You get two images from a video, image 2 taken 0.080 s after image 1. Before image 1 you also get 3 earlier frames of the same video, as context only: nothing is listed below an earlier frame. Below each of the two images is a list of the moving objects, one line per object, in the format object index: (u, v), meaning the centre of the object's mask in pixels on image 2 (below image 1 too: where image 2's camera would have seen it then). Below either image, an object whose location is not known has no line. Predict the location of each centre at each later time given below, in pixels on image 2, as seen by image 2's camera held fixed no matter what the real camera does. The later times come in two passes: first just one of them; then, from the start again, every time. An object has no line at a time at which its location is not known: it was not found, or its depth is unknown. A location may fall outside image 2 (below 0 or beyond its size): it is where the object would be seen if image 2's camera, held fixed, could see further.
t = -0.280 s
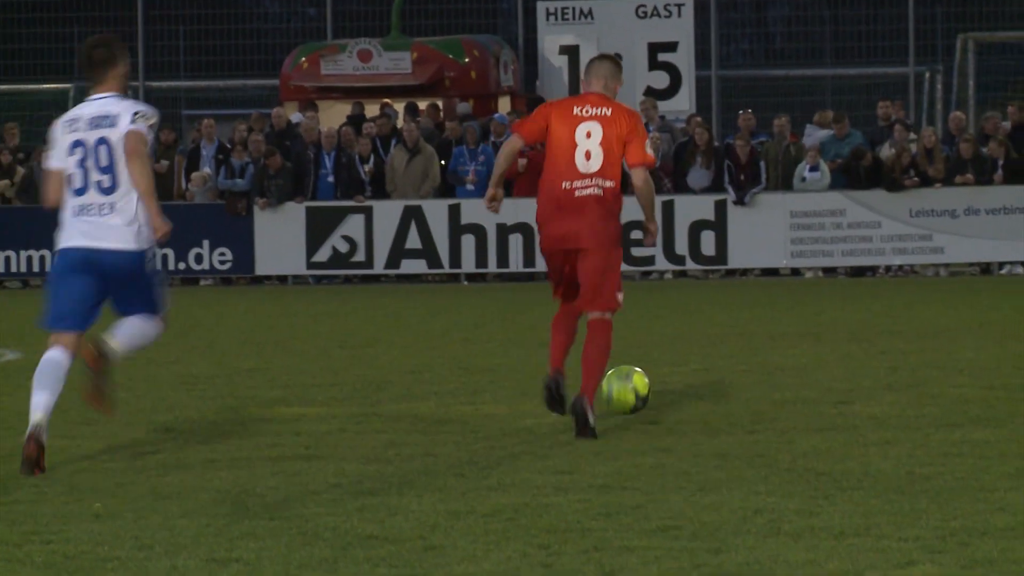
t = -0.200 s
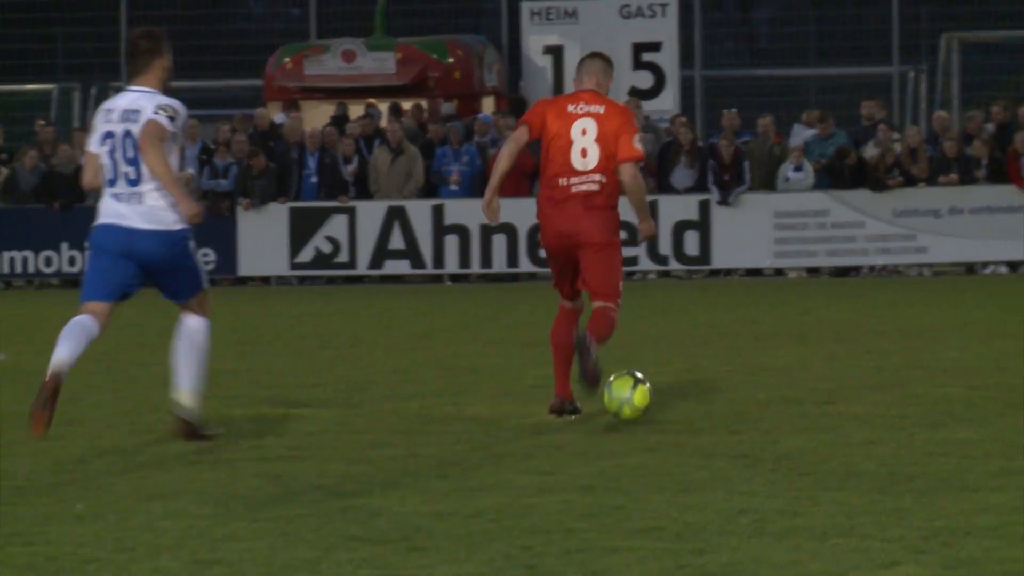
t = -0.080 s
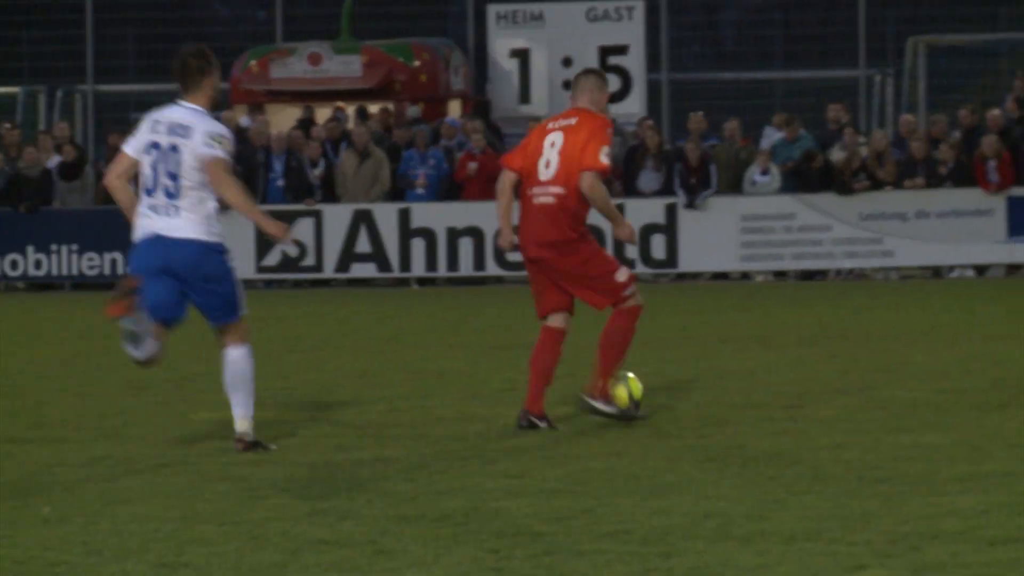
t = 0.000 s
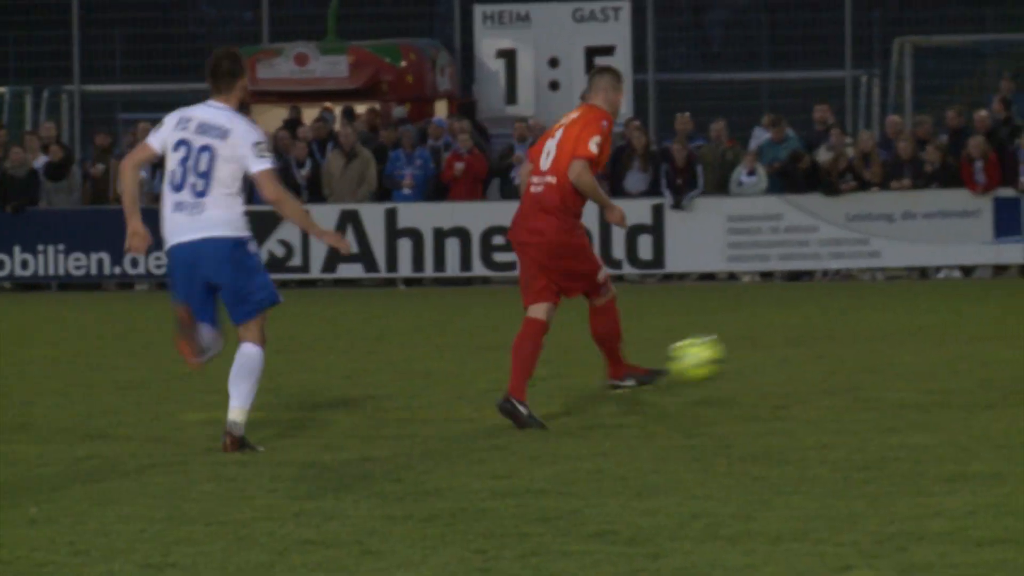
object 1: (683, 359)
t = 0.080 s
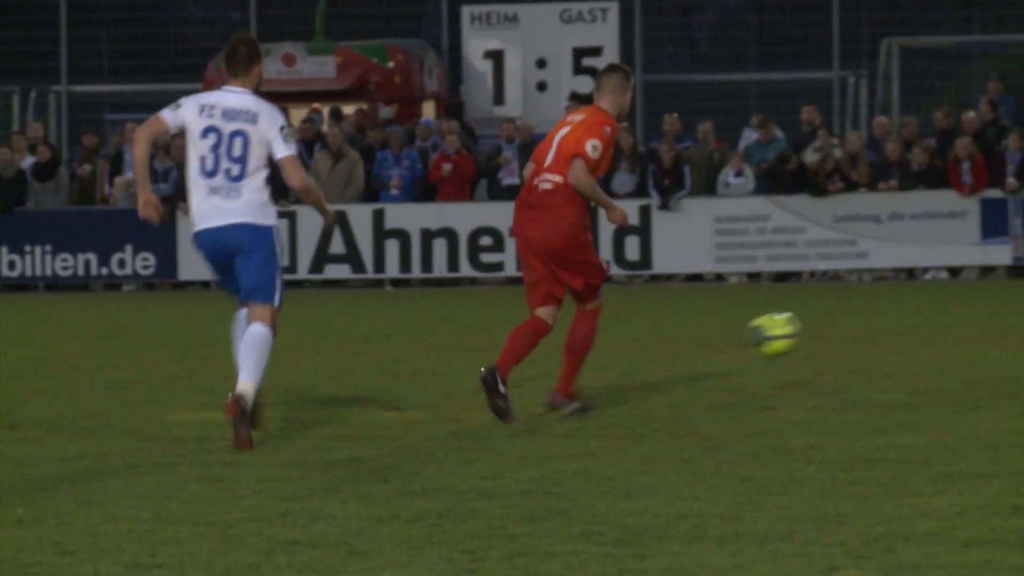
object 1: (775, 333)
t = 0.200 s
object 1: (884, 323)
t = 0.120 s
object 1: (814, 328)
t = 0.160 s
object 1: (850, 324)
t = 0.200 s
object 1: (884, 323)
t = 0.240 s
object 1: (914, 324)
